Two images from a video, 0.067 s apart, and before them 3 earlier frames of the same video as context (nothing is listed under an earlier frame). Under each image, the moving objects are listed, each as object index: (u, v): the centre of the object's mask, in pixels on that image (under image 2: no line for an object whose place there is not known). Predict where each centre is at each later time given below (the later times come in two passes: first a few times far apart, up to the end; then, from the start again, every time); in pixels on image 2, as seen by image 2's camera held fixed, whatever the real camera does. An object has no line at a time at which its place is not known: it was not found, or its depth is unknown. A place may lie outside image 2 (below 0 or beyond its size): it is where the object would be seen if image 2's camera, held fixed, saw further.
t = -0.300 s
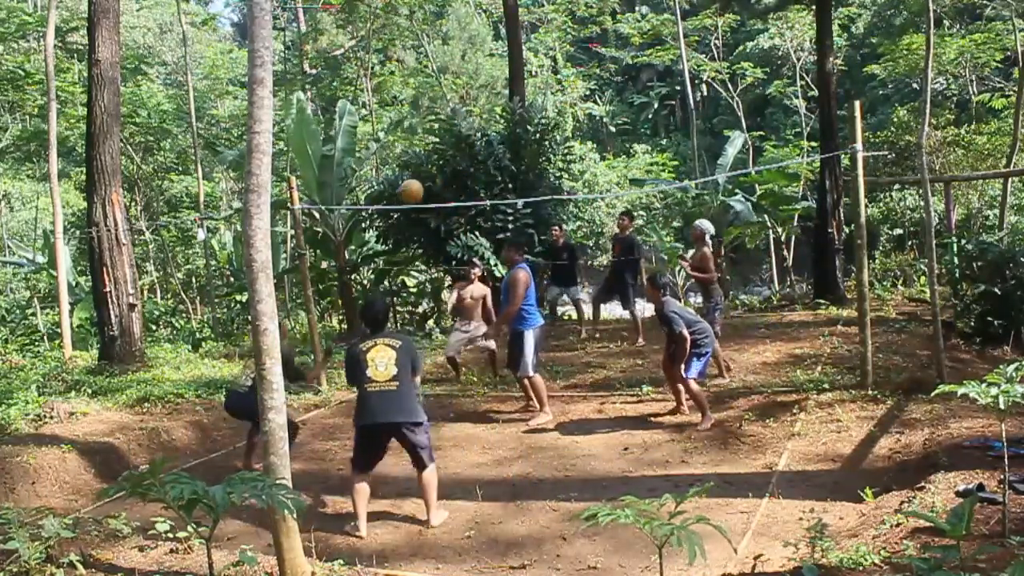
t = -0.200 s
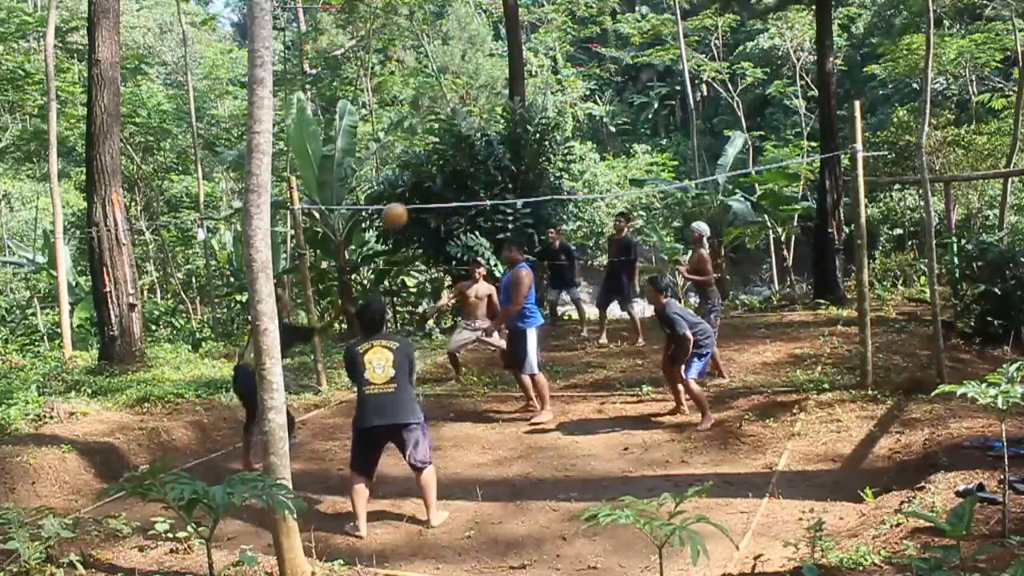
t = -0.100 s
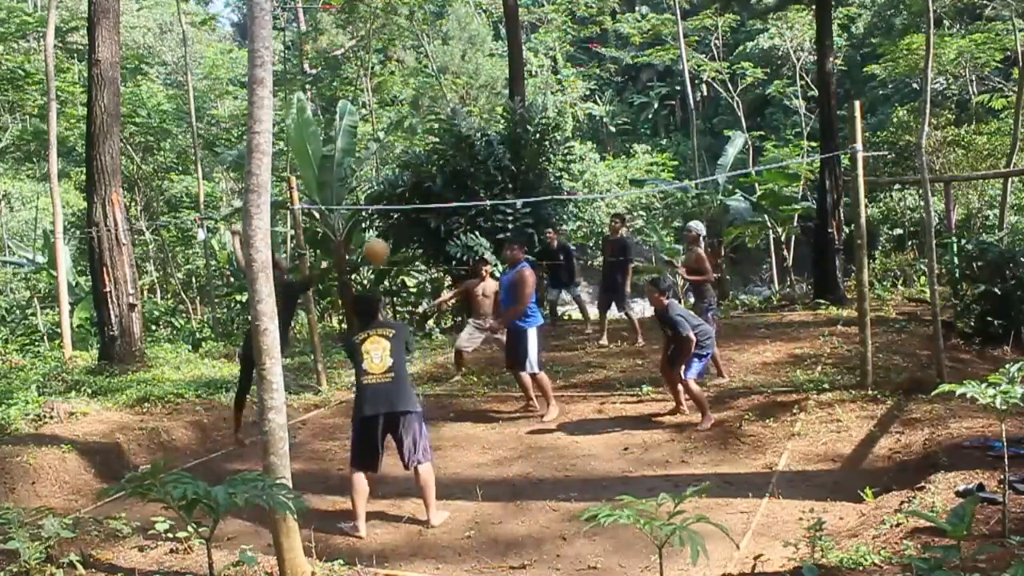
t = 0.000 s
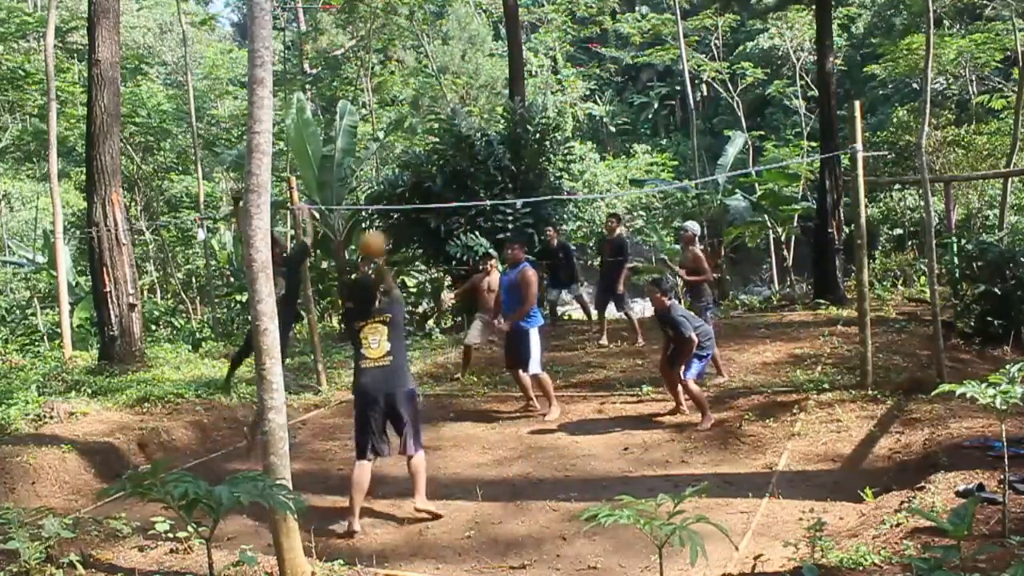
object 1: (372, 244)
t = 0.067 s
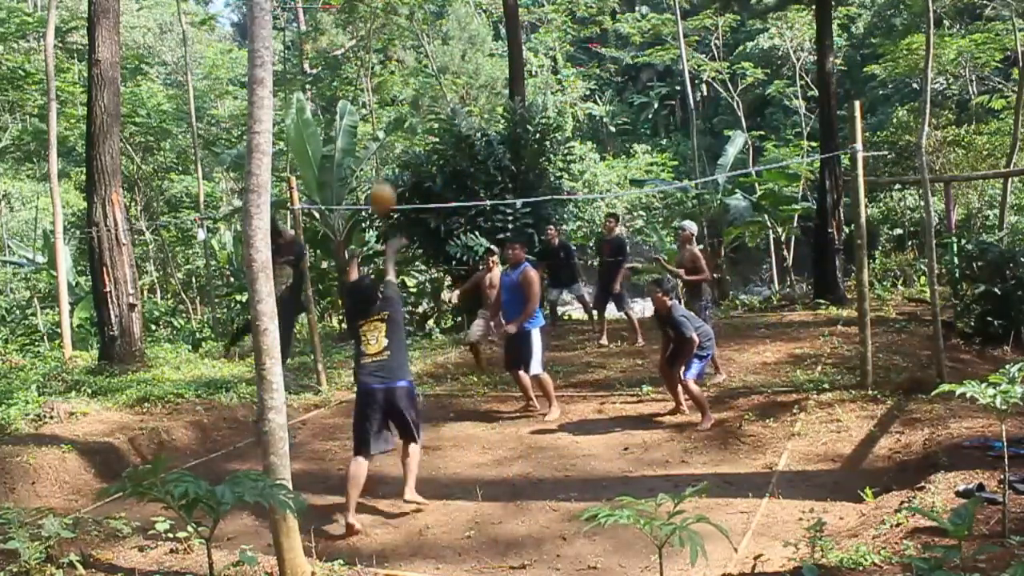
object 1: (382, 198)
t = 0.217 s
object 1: (403, 122)
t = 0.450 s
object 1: (435, 66)
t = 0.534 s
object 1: (448, 65)
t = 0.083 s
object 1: (384, 187)
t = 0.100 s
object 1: (386, 177)
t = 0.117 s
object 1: (389, 167)
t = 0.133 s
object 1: (393, 158)
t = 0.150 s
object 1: (396, 152)
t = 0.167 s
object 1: (396, 141)
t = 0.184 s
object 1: (398, 132)
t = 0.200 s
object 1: (400, 128)
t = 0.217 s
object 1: (403, 122)
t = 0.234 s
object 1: (406, 114)
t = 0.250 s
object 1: (409, 107)
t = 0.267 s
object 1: (410, 102)
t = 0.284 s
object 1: (412, 97)
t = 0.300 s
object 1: (415, 93)
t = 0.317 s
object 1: (418, 88)
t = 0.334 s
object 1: (421, 83)
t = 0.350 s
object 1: (422, 80)
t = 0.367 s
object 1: (423, 77)
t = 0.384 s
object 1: (426, 74)
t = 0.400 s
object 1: (428, 72)
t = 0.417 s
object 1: (431, 70)
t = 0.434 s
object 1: (434, 67)
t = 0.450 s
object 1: (435, 66)
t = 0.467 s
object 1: (438, 65)
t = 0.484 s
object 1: (439, 65)
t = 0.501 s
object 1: (443, 64)
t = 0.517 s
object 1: (446, 64)
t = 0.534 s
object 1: (448, 65)
